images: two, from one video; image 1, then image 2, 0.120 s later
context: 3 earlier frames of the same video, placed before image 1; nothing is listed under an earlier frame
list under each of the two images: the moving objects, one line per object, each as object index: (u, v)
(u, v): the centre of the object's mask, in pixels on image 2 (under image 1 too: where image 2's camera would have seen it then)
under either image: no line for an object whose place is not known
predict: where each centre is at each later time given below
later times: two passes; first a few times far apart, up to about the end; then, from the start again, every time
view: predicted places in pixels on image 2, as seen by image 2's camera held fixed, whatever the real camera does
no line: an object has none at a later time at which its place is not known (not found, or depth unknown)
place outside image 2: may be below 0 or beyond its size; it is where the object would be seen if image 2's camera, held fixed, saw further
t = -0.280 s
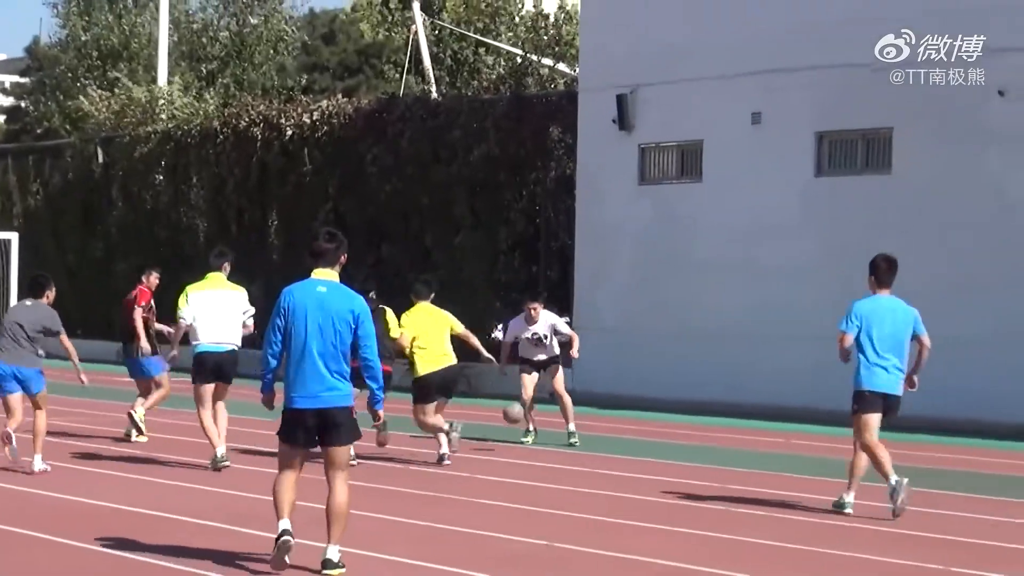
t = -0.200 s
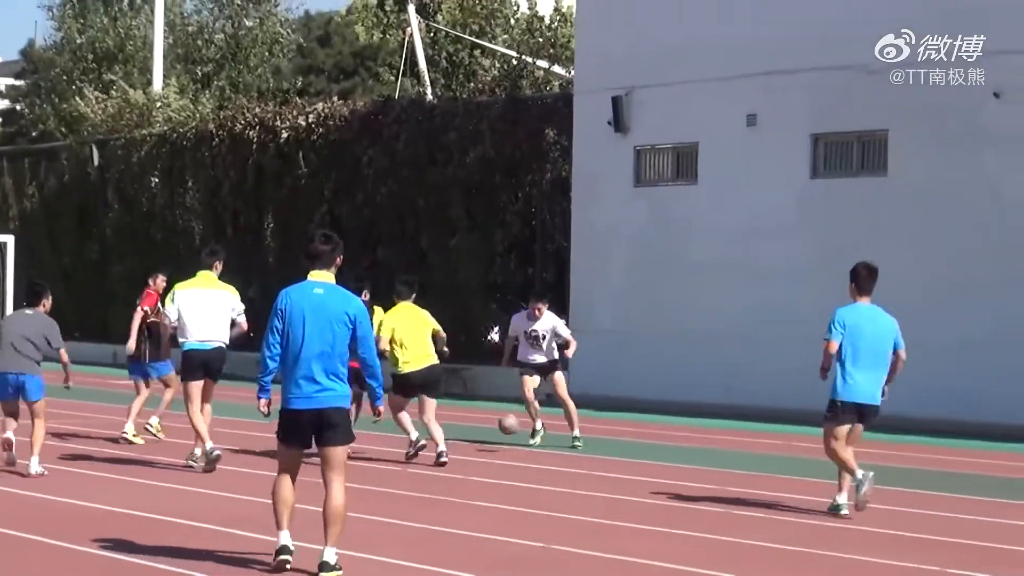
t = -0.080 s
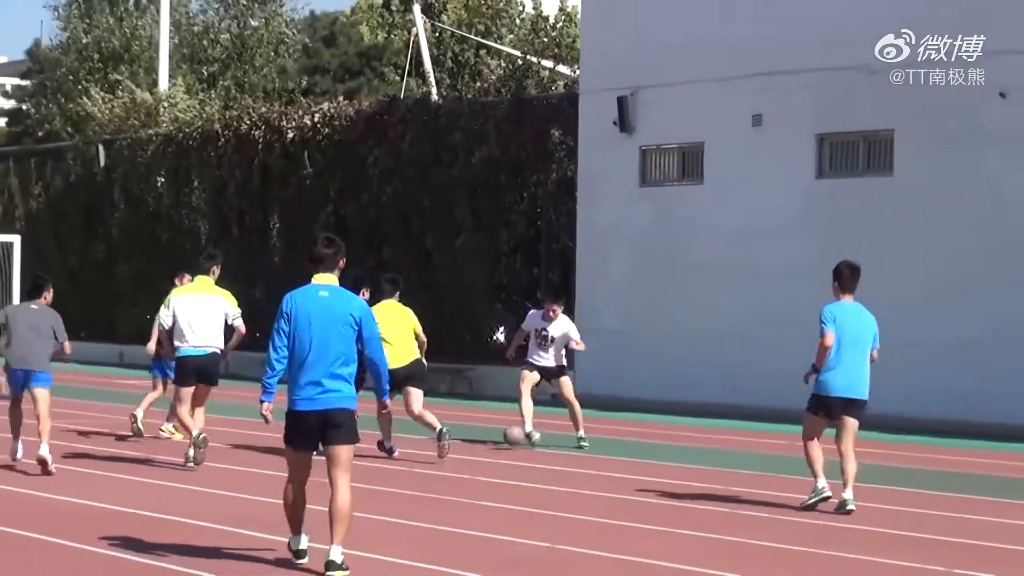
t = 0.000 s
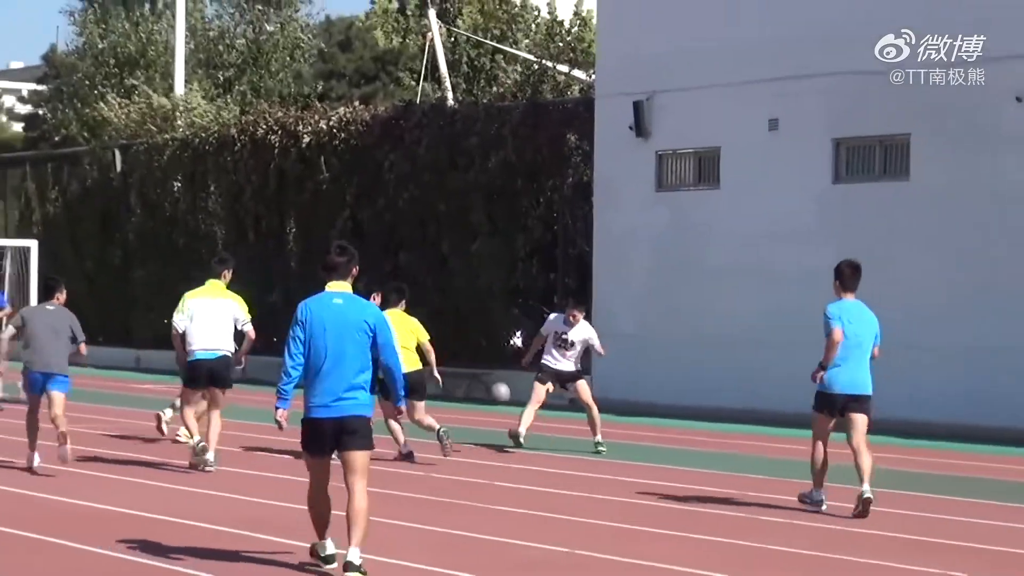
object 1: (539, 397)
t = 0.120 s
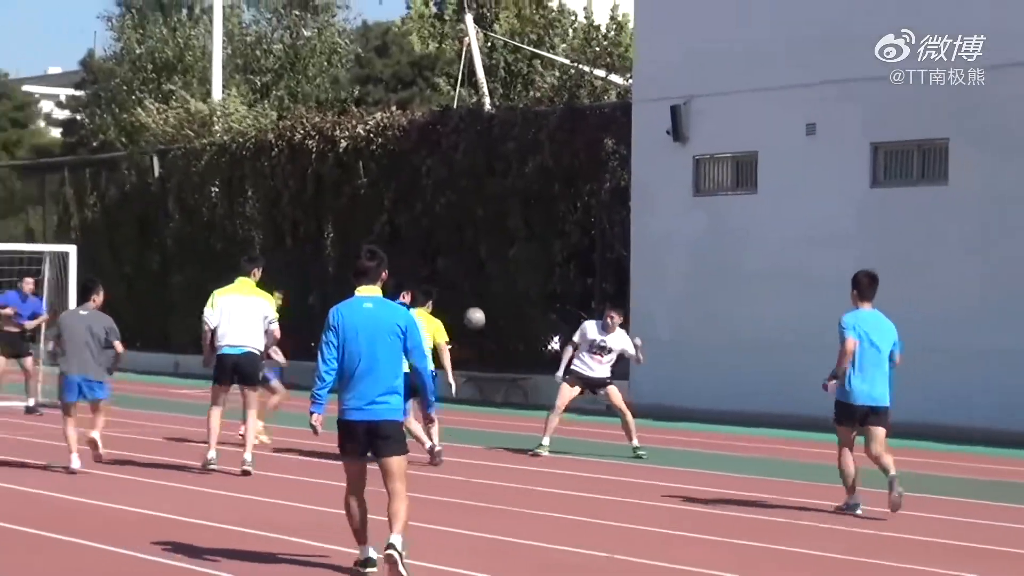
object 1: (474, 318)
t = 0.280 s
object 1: (390, 231)
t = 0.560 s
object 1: (239, 141)
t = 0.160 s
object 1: (453, 293)
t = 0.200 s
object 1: (433, 271)
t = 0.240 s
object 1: (411, 250)
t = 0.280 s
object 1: (390, 231)
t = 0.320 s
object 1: (369, 213)
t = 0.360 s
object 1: (348, 196)
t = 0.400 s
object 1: (327, 183)
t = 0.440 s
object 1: (306, 169)
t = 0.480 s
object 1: (284, 158)
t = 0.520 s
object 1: (263, 148)
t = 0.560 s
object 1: (239, 141)
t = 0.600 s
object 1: (216, 133)
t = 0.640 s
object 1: (192, 127)
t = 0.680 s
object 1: (167, 123)
